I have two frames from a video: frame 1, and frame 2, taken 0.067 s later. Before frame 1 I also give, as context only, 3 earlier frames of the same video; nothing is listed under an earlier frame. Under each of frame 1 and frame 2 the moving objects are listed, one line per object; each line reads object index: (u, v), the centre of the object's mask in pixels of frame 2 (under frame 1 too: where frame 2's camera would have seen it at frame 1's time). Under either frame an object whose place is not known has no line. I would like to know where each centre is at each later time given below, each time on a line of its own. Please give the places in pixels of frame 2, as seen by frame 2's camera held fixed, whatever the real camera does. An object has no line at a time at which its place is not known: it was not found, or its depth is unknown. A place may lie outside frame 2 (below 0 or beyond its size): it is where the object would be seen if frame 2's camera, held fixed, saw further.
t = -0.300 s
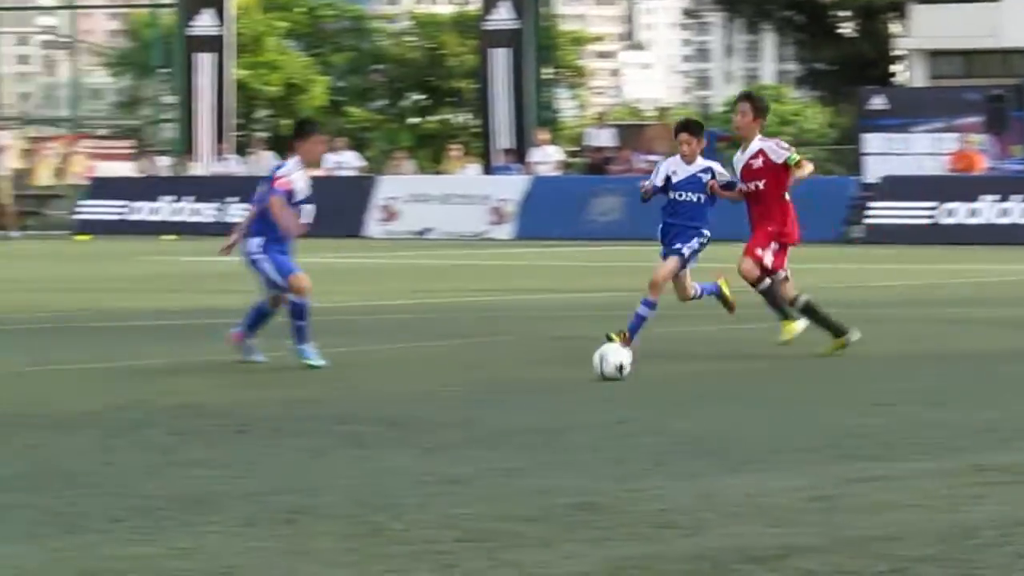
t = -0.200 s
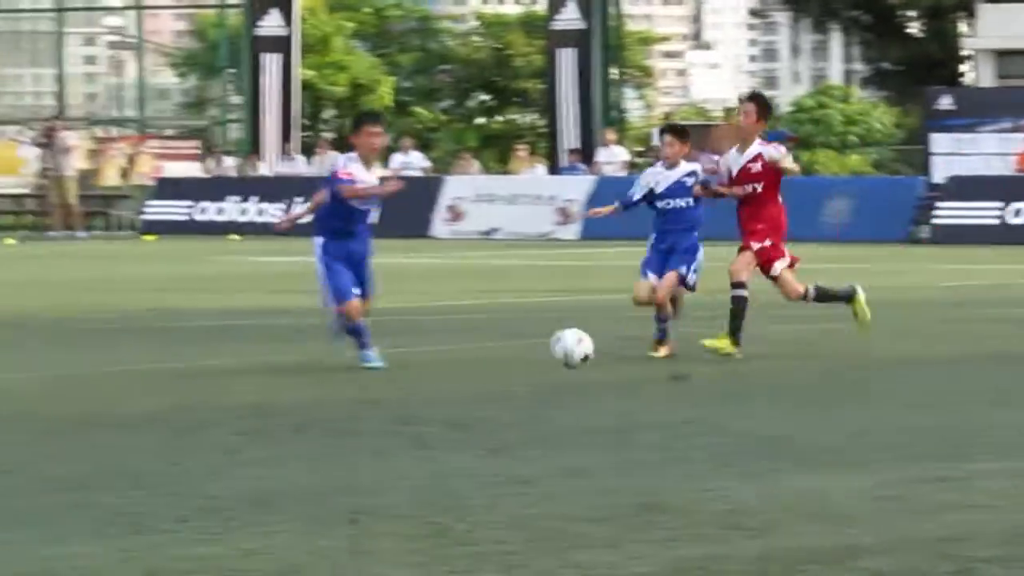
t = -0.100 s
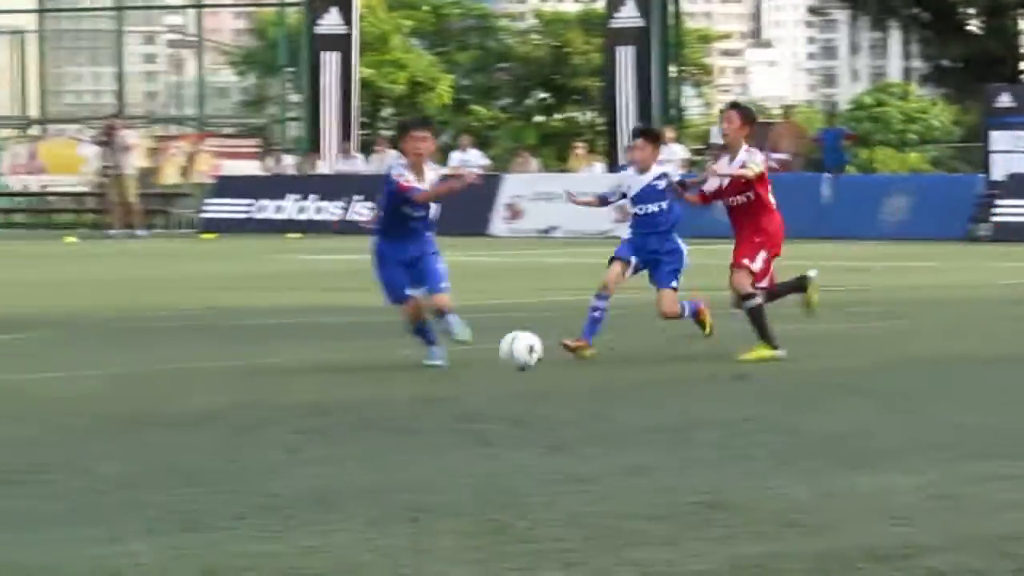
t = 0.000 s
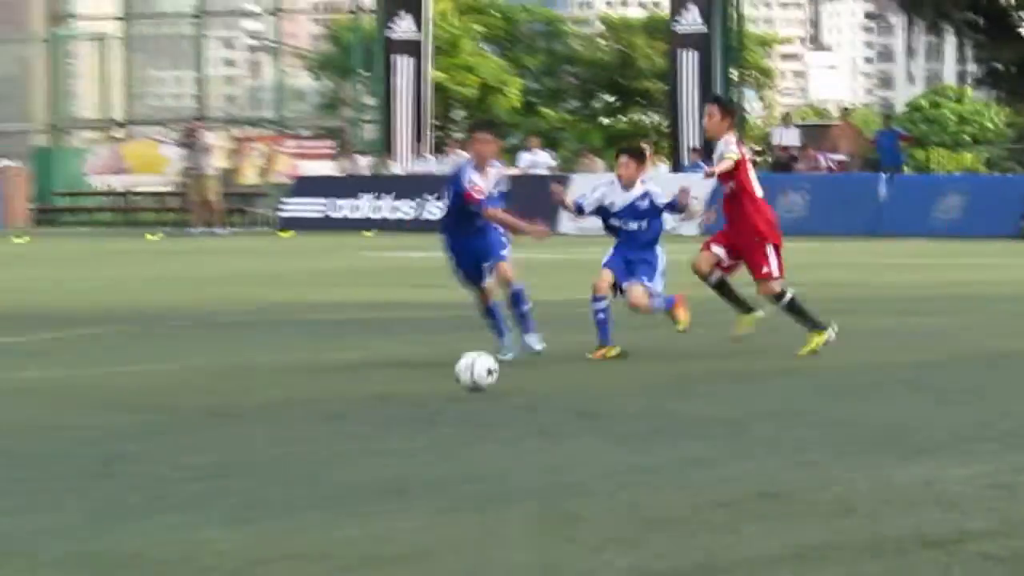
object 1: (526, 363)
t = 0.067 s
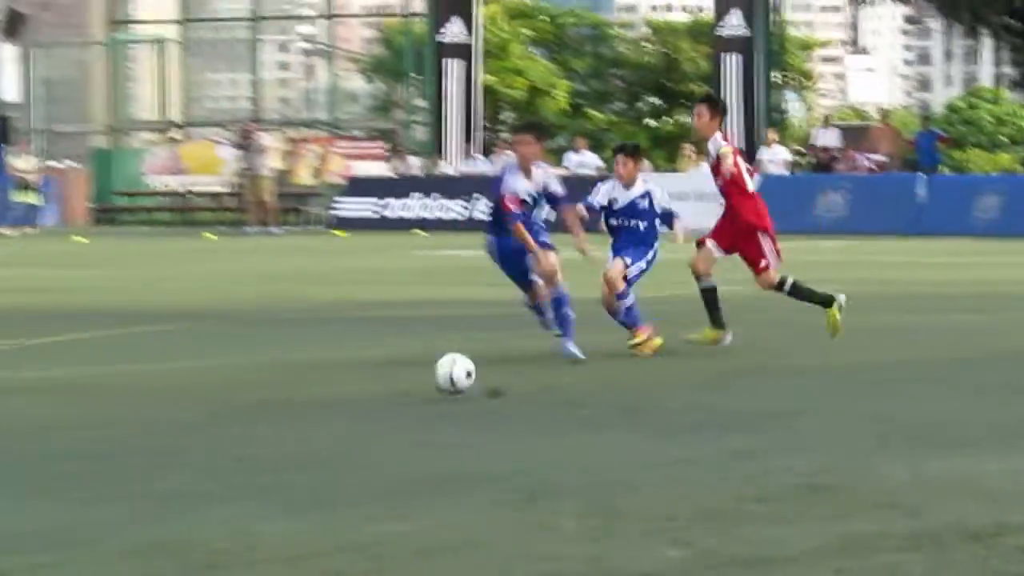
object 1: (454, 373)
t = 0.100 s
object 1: (418, 373)
